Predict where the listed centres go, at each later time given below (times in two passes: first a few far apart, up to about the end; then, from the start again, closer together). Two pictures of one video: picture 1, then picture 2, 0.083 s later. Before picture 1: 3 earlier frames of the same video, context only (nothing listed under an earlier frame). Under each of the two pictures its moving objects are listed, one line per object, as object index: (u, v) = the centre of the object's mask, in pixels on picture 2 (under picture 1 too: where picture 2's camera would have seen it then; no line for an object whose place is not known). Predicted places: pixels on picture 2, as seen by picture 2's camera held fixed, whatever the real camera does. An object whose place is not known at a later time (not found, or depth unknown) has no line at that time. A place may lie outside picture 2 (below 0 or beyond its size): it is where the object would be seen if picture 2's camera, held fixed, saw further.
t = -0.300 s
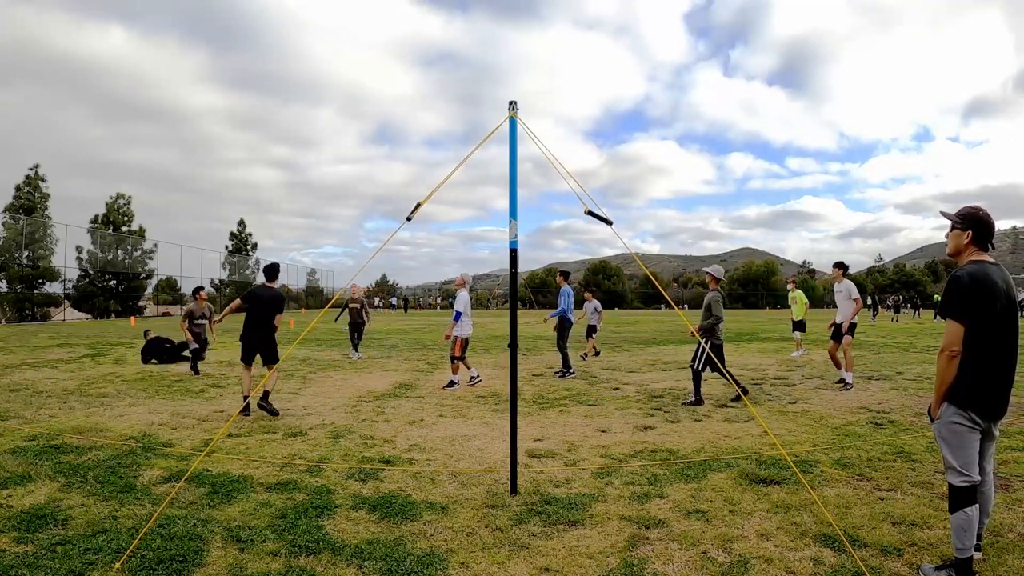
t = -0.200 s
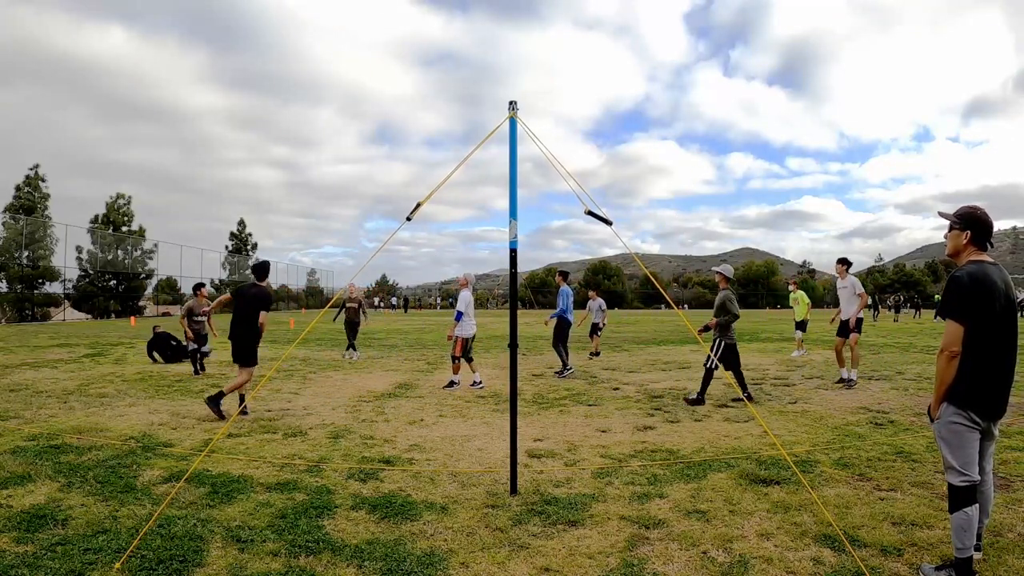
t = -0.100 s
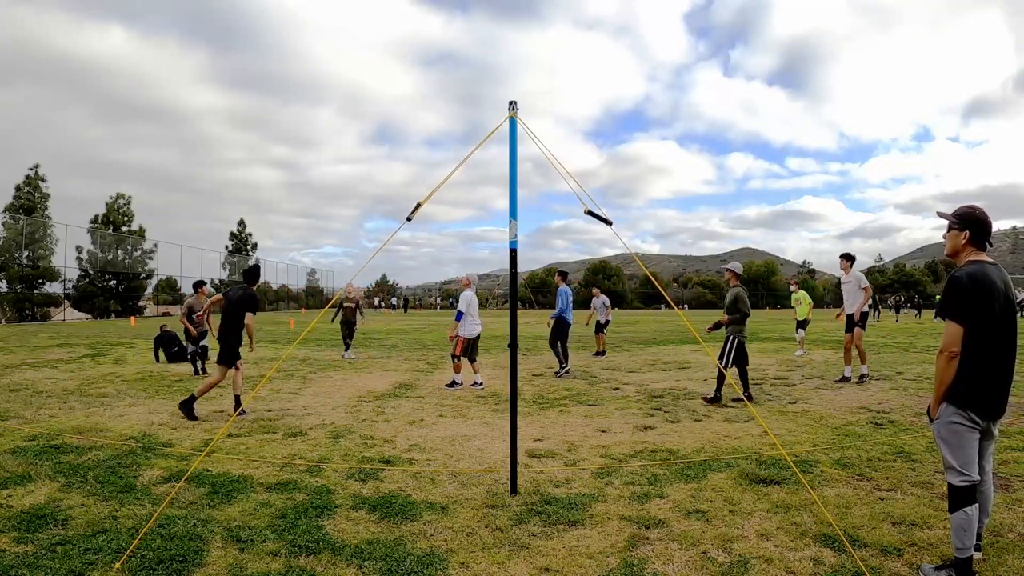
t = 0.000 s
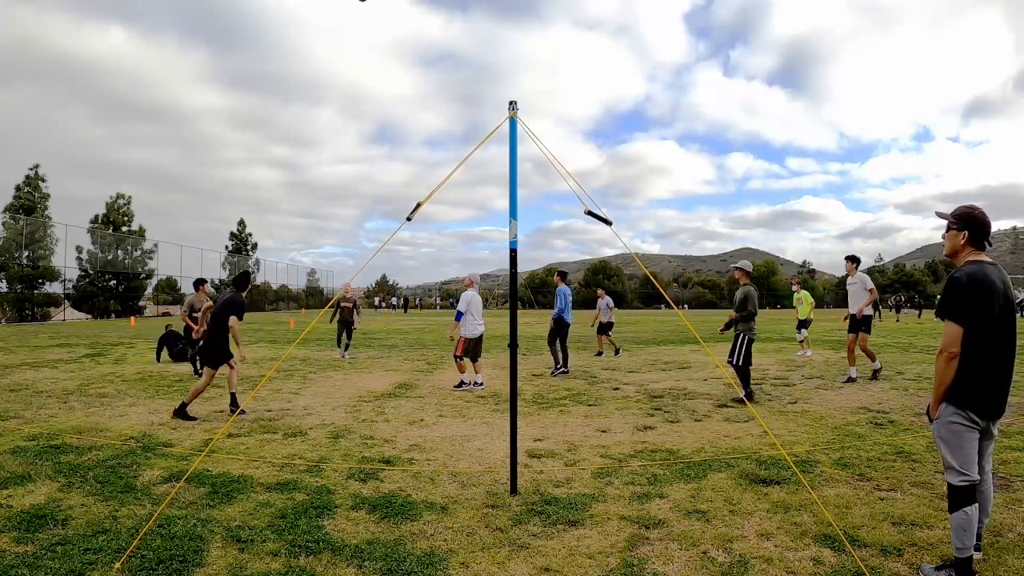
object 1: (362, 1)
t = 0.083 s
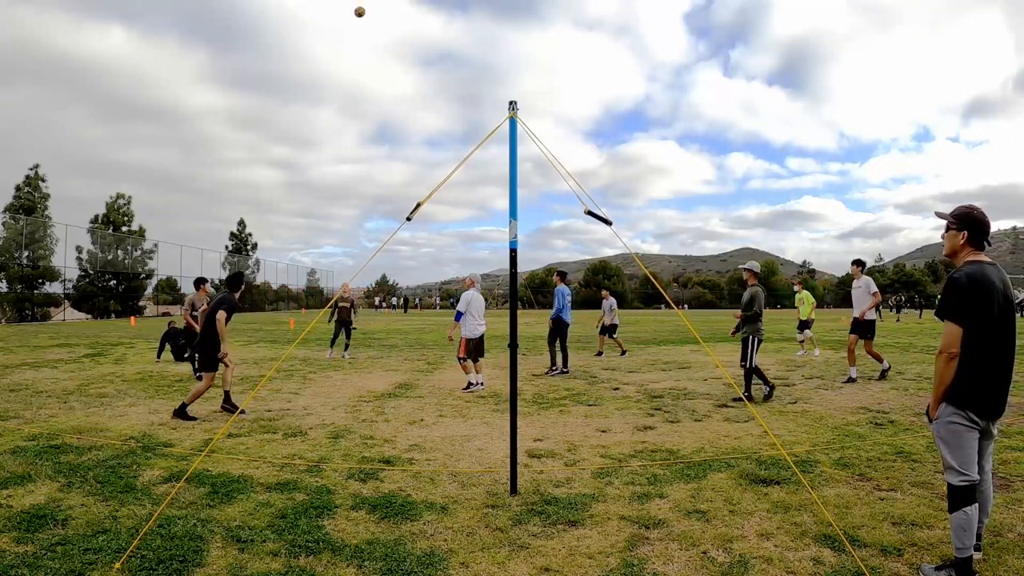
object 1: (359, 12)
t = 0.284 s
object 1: (352, 61)
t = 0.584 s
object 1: (339, 165)
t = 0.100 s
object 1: (359, 15)
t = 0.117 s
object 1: (358, 19)
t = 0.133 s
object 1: (358, 23)
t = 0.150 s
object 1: (357, 26)
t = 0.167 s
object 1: (356, 30)
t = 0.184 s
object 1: (356, 34)
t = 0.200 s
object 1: (355, 38)
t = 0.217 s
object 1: (354, 43)
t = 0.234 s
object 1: (354, 47)
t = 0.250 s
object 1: (353, 52)
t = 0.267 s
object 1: (352, 56)
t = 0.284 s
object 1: (352, 61)
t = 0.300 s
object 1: (351, 66)
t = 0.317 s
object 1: (351, 71)
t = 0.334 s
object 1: (350, 76)
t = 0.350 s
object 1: (349, 81)
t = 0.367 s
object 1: (349, 86)
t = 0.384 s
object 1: (348, 92)
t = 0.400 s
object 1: (347, 97)
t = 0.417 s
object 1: (346, 103)
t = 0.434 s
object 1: (346, 109)
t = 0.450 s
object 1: (345, 114)
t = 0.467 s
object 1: (344, 120)
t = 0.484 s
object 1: (344, 126)
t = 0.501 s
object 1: (343, 133)
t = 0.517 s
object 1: (342, 139)
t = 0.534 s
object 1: (341, 145)
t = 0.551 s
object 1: (341, 152)
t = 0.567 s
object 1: (340, 158)
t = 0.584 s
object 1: (339, 165)
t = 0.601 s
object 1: (338, 172)
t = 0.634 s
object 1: (337, 186)
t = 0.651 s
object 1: (336, 193)
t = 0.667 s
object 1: (336, 200)
